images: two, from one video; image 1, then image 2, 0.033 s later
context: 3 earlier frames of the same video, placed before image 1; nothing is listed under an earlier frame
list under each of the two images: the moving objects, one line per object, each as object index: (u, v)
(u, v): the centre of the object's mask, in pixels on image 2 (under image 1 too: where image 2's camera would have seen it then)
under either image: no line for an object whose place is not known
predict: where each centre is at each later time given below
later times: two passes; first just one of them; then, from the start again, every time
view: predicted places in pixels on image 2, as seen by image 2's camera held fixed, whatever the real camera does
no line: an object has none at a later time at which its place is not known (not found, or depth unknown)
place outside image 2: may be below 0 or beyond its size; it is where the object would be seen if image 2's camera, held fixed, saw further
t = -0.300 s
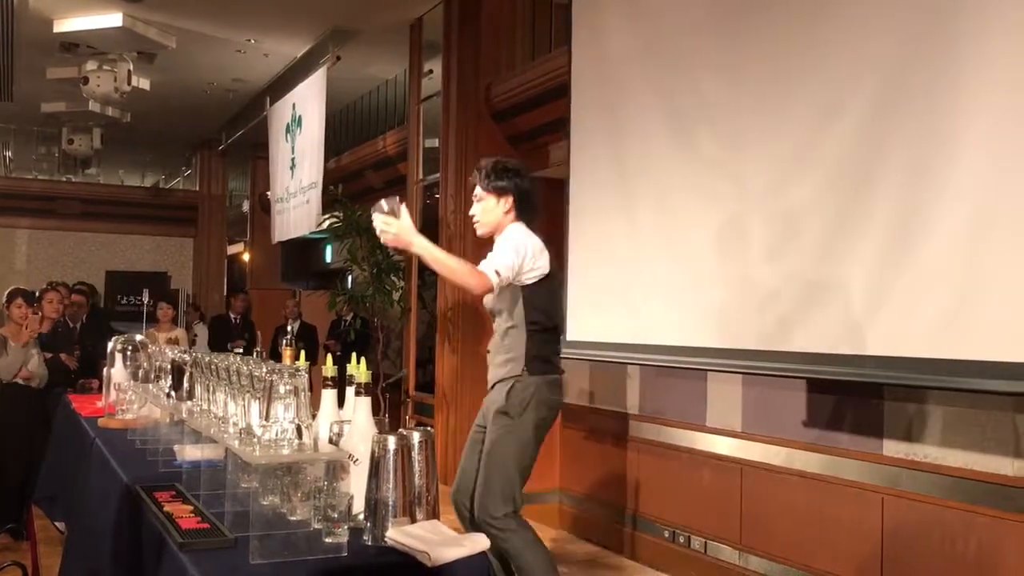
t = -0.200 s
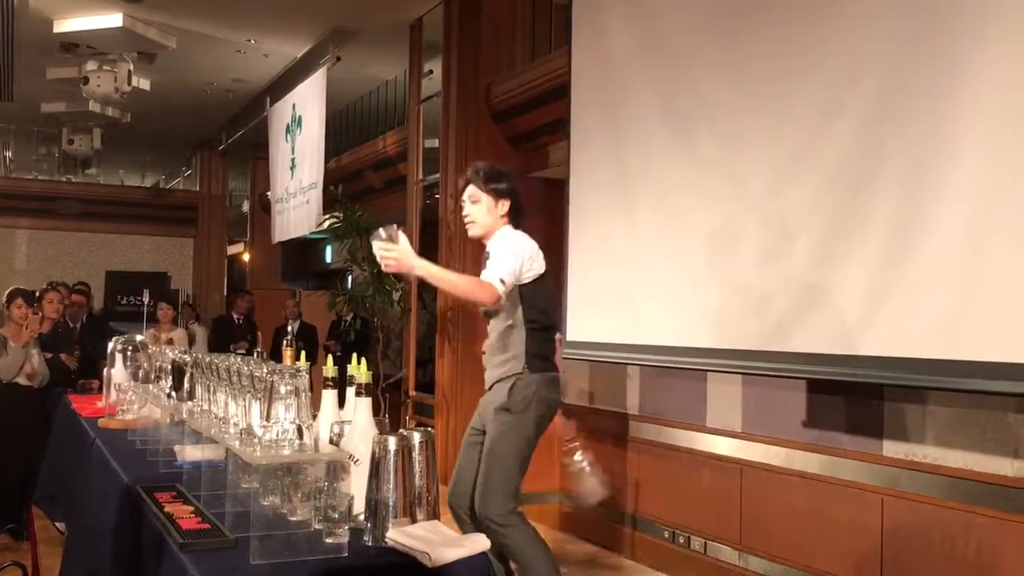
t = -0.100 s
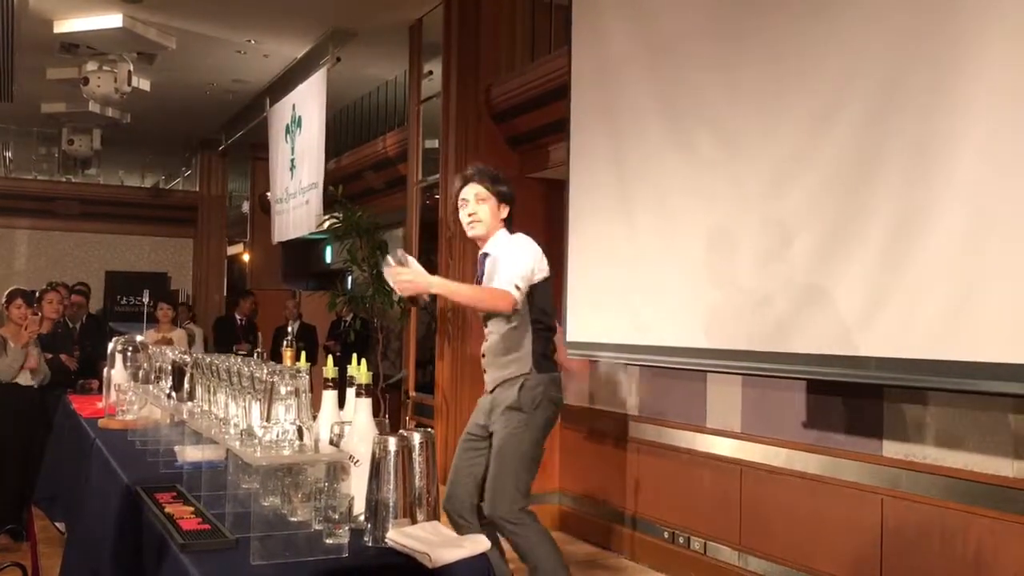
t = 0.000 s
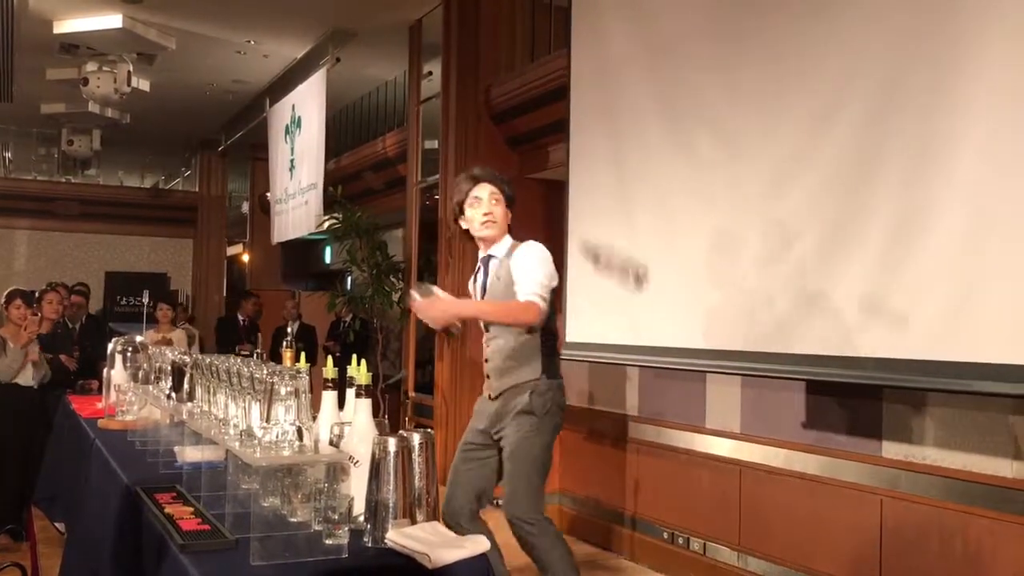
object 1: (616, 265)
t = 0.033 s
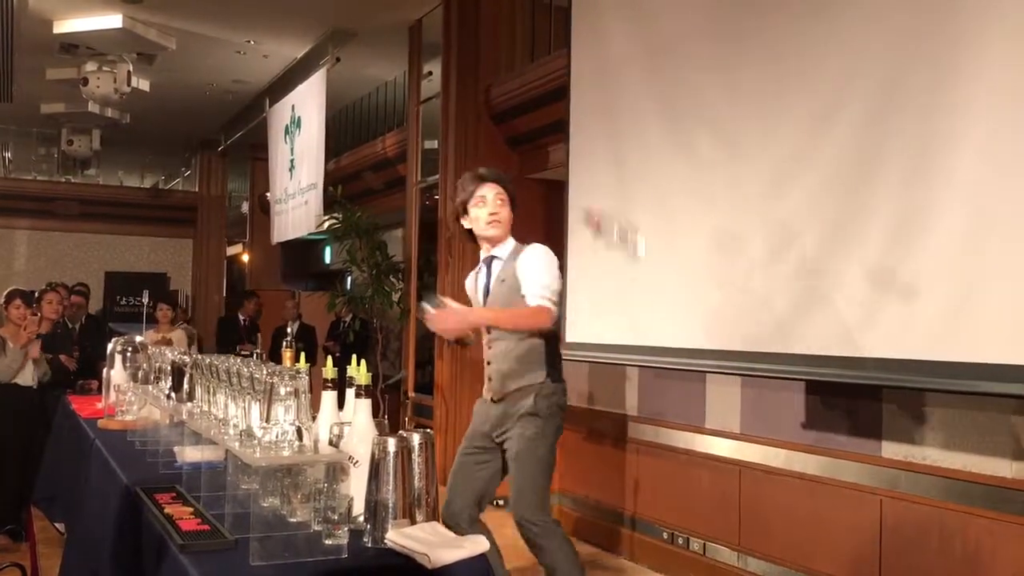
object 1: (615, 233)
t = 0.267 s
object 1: (619, 85)
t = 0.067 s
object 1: (619, 205)
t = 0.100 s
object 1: (618, 179)
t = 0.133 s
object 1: (618, 155)
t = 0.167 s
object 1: (618, 130)
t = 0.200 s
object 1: (618, 112)
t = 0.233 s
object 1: (618, 97)
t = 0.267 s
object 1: (619, 85)
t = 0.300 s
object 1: (619, 76)
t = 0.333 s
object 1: (619, 71)
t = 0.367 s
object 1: (618, 69)
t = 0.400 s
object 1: (618, 71)
